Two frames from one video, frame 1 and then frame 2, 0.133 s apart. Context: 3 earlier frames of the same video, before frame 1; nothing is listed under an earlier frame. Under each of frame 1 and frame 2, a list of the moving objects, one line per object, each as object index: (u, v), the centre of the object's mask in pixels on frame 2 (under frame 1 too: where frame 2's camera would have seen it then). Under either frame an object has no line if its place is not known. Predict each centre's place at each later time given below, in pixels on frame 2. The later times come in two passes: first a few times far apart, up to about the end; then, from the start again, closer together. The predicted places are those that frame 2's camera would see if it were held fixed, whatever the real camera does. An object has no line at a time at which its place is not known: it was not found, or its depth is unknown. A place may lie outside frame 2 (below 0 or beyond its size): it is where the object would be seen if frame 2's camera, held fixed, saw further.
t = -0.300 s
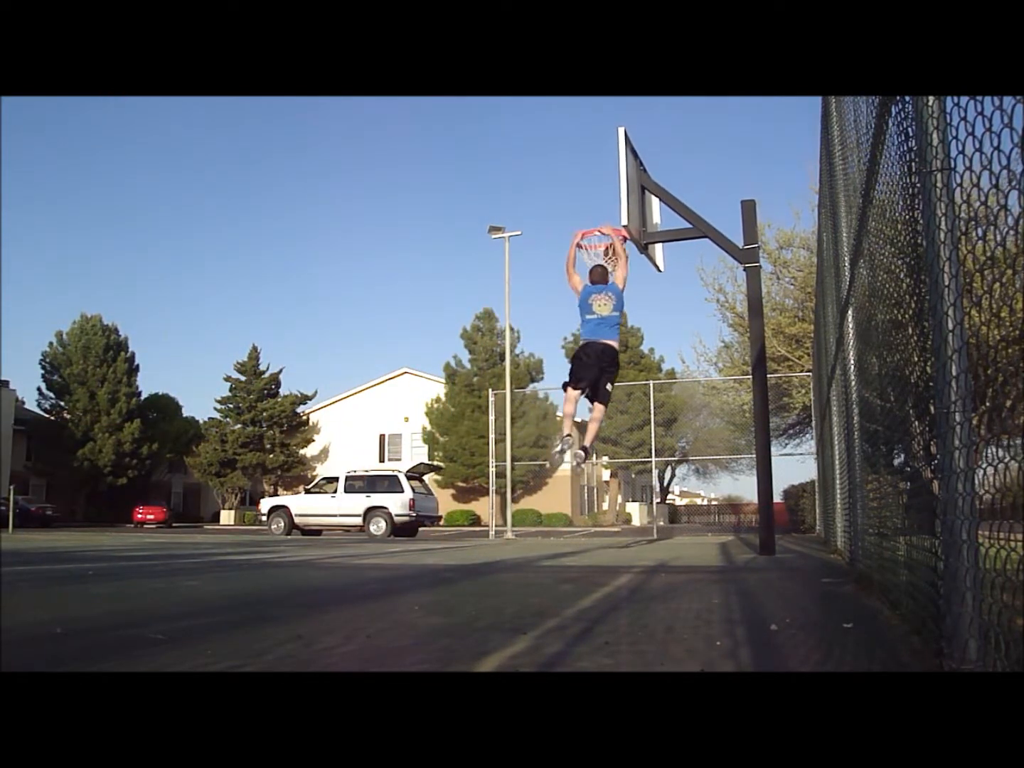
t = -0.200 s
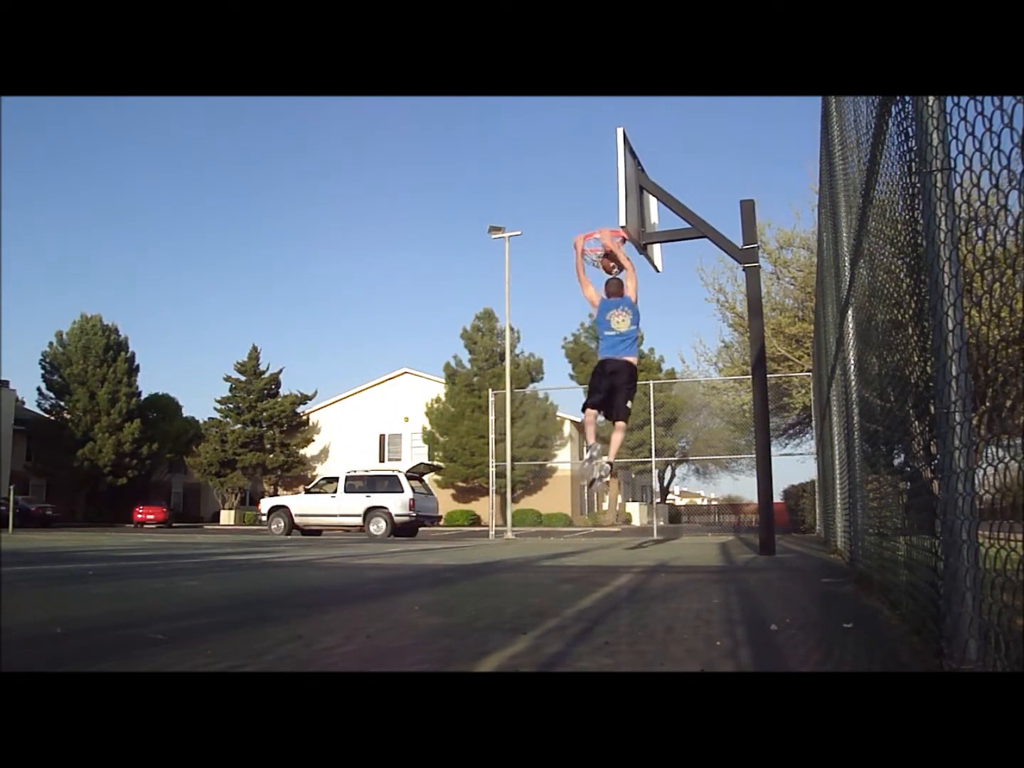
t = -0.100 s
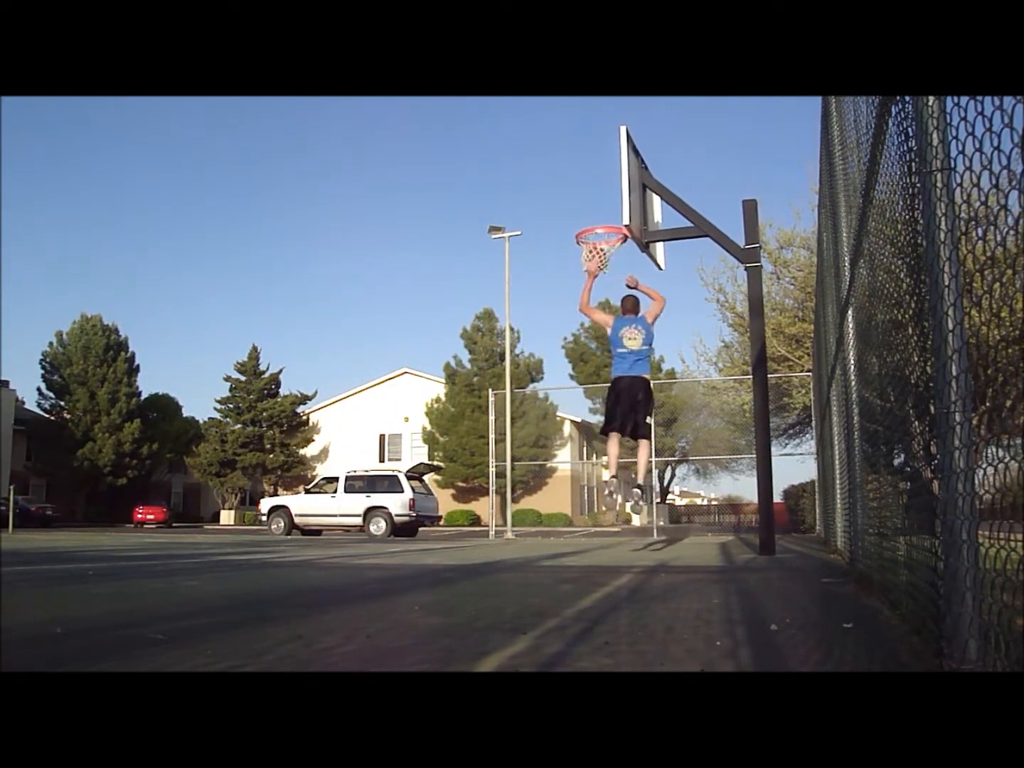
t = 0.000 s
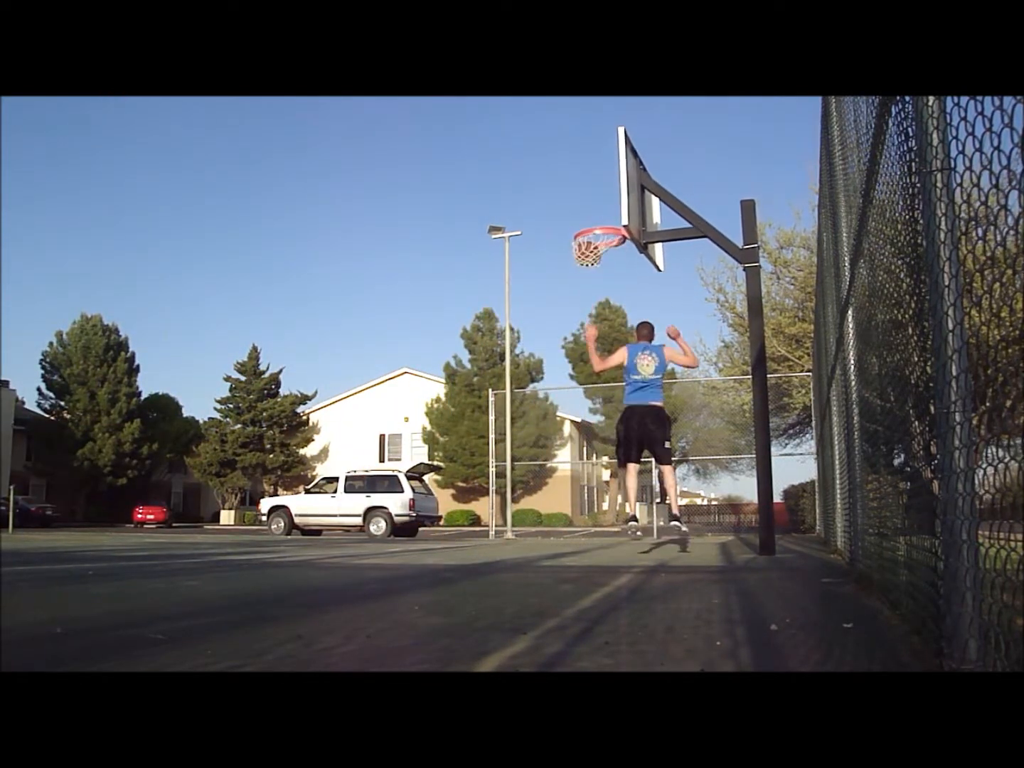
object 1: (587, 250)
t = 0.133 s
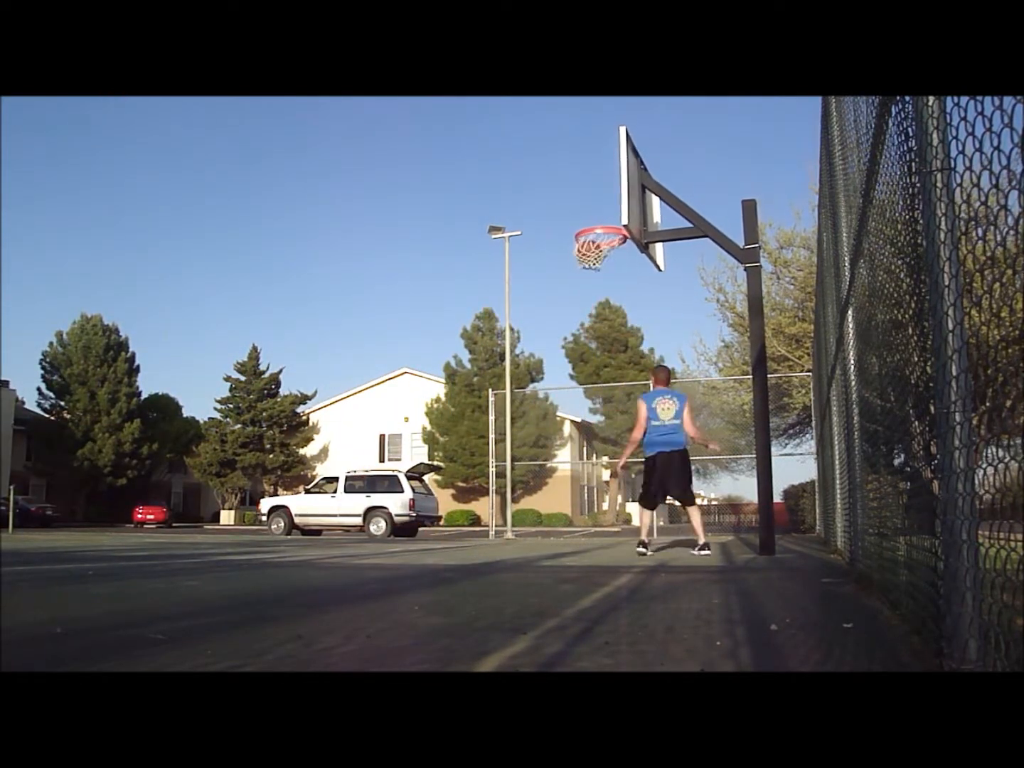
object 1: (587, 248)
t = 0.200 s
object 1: (591, 251)
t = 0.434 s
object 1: (606, 279)
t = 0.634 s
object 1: (611, 323)
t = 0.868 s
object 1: (615, 428)
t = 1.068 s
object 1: (620, 534)
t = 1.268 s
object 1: (614, 441)
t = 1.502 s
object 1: (607, 388)
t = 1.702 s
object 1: (602, 387)
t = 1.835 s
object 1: (600, 406)
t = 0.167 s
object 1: (589, 250)
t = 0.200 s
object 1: (591, 251)
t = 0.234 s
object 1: (592, 253)
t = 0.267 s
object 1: (596, 256)
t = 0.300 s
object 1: (598, 259)
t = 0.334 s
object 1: (598, 261)
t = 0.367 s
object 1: (604, 277)
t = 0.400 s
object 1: (605, 278)
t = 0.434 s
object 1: (606, 279)
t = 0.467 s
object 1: (607, 283)
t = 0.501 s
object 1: (608, 289)
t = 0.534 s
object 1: (608, 296)
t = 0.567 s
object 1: (609, 304)
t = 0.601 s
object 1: (610, 313)
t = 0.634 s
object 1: (611, 323)
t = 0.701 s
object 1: (613, 348)
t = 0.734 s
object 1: (614, 362)
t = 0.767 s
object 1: (614, 377)
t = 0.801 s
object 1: (614, 393)
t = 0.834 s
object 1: (615, 410)
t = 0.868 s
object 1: (615, 428)
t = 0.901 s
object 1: (616, 447)
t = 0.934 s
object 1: (618, 469)
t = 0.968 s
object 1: (618, 490)
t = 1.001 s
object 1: (619, 513)
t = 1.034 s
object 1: (620, 537)
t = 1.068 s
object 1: (620, 534)
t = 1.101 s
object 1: (619, 514)
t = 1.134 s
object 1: (617, 497)
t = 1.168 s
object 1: (617, 481)
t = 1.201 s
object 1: (616, 467)
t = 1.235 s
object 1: (615, 453)
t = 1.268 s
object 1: (614, 441)
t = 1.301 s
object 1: (614, 430)
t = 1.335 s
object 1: (612, 420)
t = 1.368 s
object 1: (611, 411)
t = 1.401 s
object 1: (610, 403)
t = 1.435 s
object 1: (609, 398)
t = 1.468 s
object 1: (608, 392)
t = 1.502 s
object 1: (607, 388)
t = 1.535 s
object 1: (607, 386)
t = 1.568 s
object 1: (606, 384)
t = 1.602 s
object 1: (605, 383)
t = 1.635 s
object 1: (604, 383)
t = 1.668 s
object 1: (604, 384)
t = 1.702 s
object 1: (602, 387)
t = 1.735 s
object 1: (602, 389)
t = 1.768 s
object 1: (601, 394)
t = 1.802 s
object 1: (600, 400)
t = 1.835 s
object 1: (600, 406)
